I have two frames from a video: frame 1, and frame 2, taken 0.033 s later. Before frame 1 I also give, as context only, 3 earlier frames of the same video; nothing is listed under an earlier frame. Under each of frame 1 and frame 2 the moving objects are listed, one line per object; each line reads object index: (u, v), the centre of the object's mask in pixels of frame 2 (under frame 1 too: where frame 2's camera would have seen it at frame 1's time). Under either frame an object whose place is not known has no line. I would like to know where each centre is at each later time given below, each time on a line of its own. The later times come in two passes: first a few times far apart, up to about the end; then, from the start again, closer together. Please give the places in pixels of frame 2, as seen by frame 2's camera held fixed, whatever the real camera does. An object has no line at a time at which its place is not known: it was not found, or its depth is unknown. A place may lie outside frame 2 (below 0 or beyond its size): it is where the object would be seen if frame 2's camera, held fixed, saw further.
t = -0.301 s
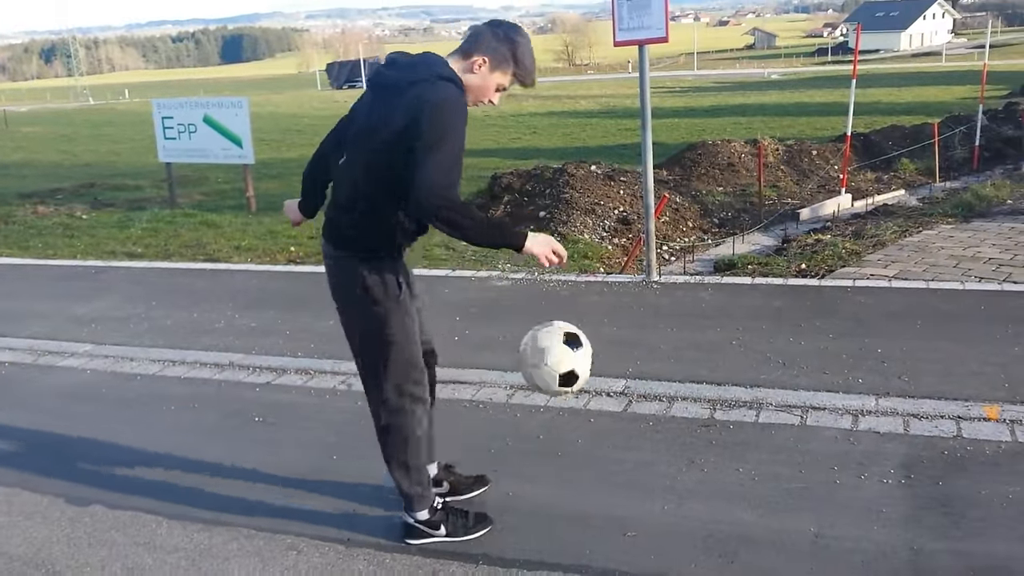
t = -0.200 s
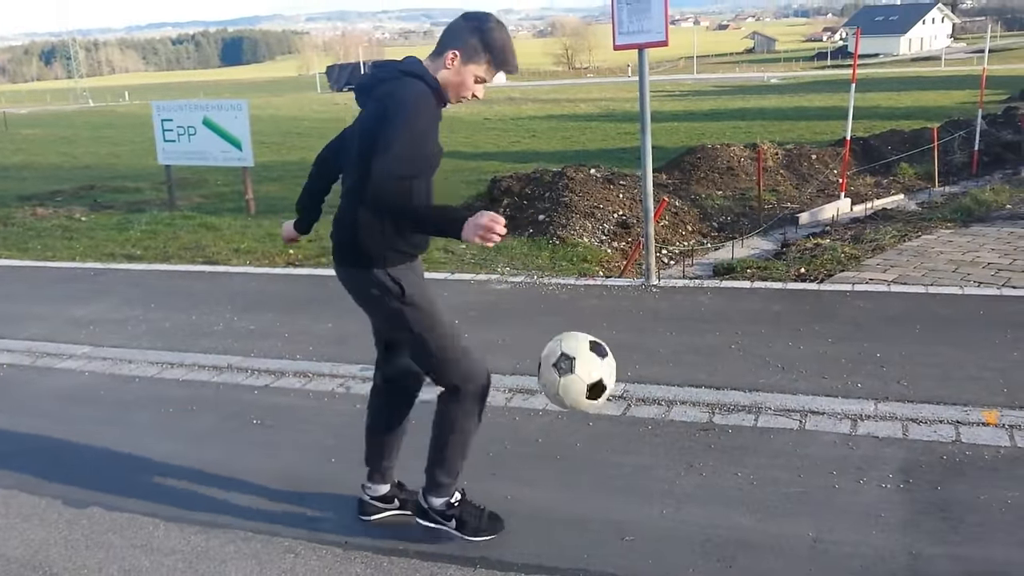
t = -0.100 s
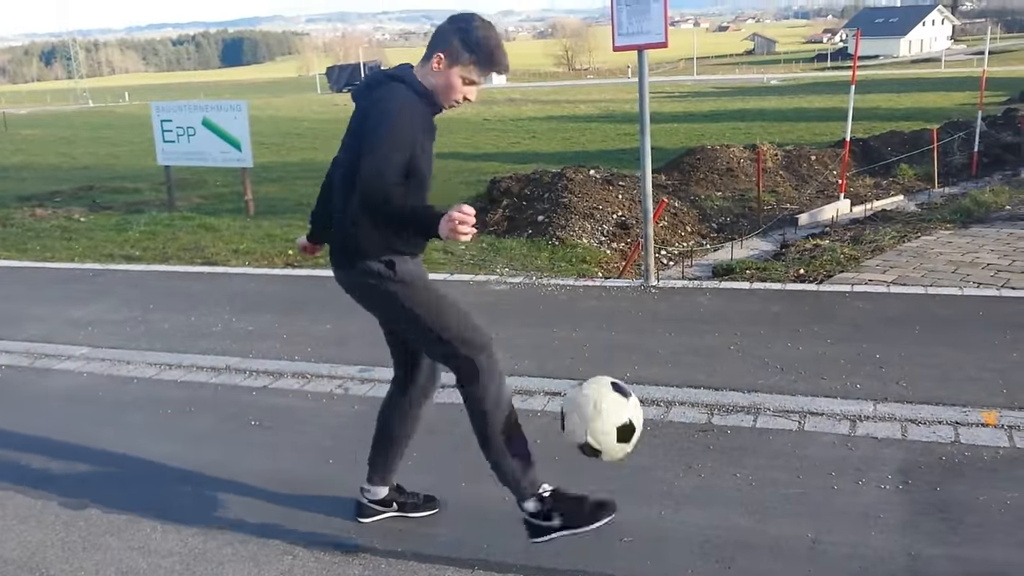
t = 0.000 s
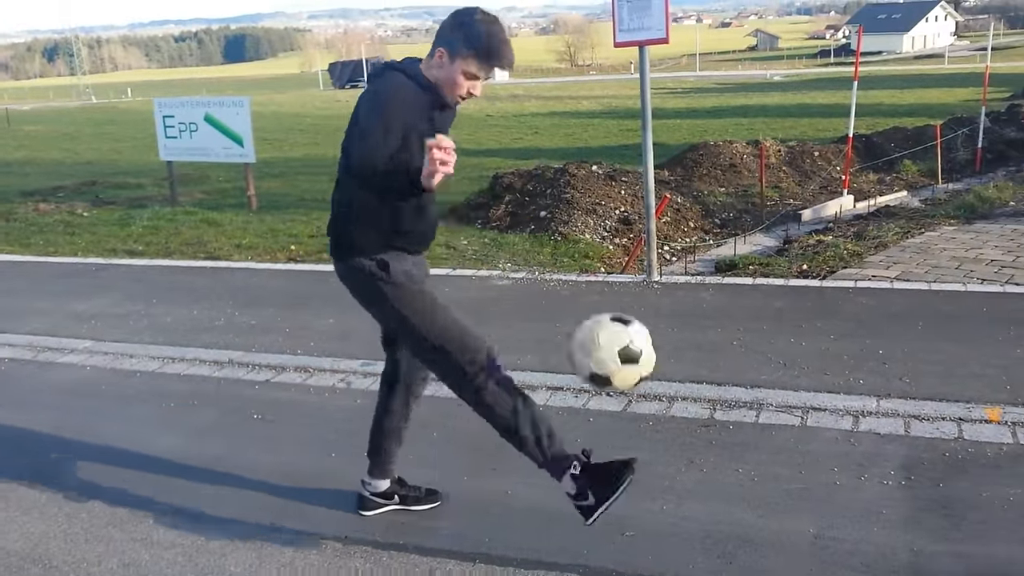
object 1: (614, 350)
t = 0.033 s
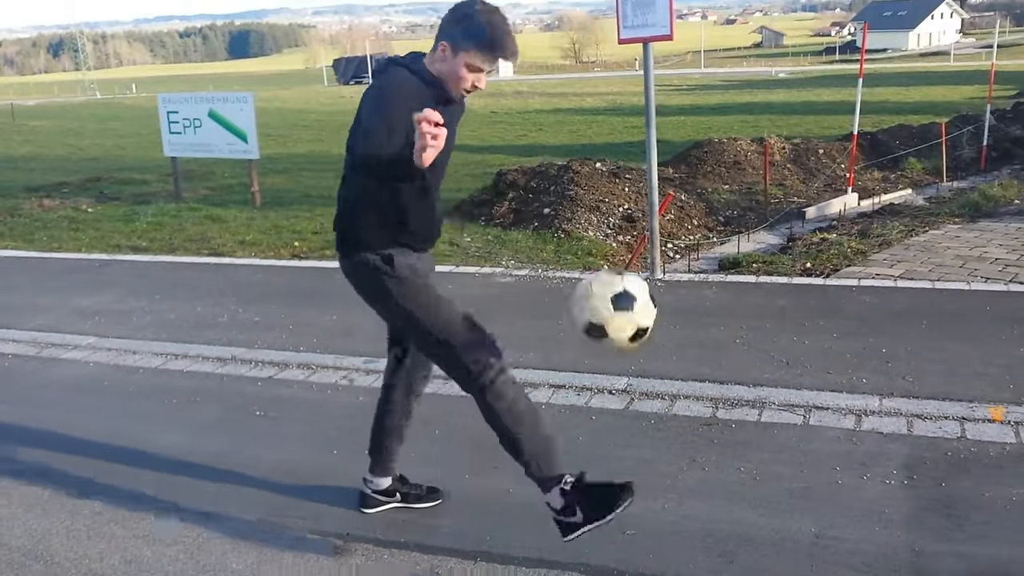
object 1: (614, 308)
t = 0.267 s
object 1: (597, 101)
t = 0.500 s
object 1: (585, 78)
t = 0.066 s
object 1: (612, 271)
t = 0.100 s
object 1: (609, 235)
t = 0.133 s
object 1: (606, 202)
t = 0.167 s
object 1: (603, 172)
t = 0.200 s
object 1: (602, 145)
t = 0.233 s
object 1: (600, 122)
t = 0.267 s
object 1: (597, 101)
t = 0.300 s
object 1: (595, 85)
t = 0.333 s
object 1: (593, 72)
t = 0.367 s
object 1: (592, 63)
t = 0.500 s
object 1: (585, 78)
